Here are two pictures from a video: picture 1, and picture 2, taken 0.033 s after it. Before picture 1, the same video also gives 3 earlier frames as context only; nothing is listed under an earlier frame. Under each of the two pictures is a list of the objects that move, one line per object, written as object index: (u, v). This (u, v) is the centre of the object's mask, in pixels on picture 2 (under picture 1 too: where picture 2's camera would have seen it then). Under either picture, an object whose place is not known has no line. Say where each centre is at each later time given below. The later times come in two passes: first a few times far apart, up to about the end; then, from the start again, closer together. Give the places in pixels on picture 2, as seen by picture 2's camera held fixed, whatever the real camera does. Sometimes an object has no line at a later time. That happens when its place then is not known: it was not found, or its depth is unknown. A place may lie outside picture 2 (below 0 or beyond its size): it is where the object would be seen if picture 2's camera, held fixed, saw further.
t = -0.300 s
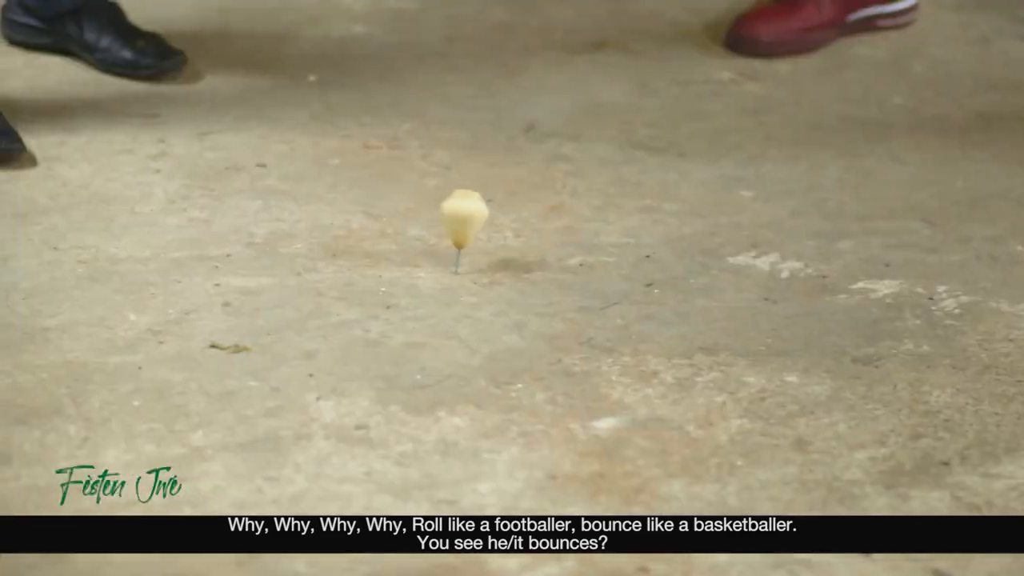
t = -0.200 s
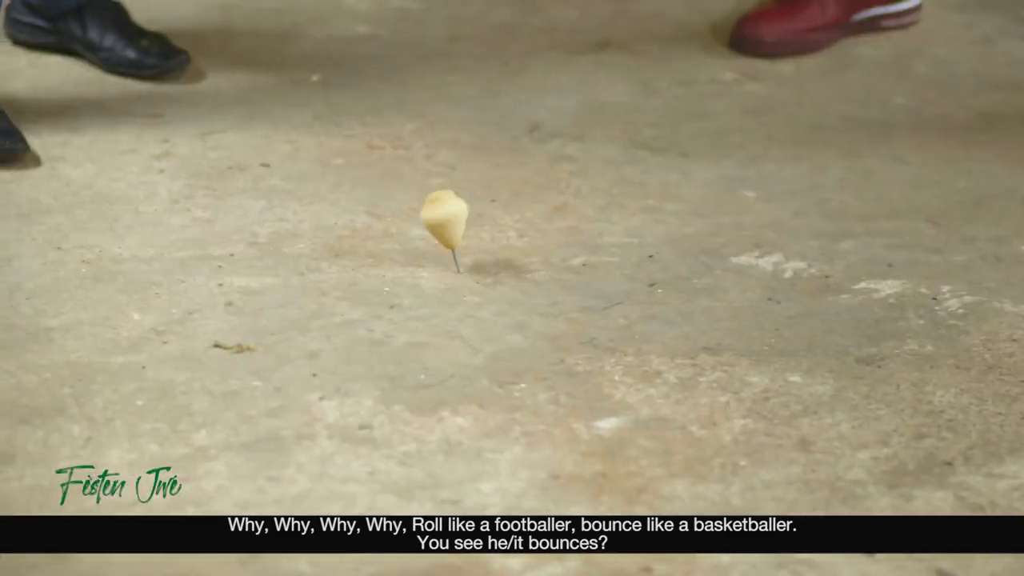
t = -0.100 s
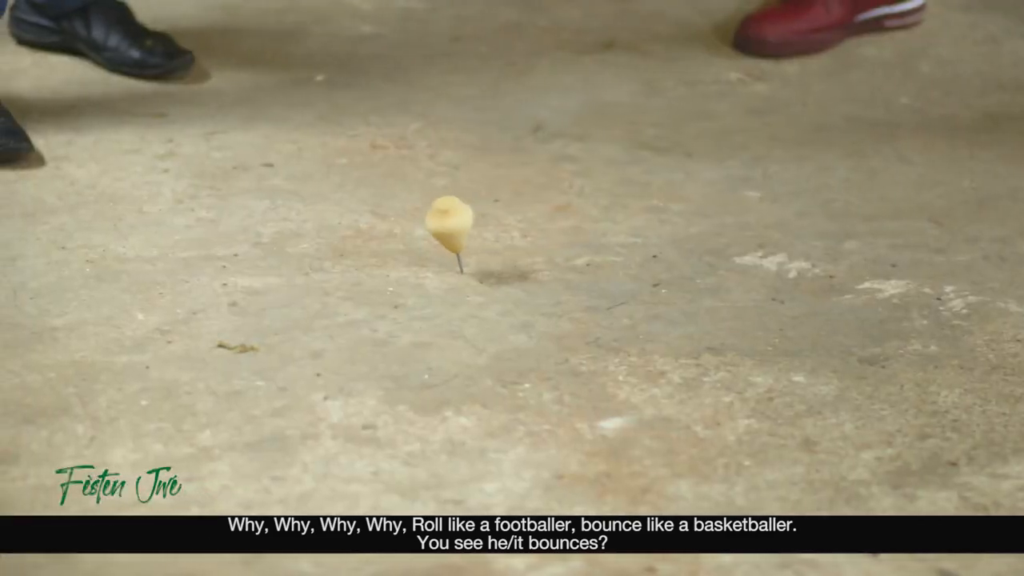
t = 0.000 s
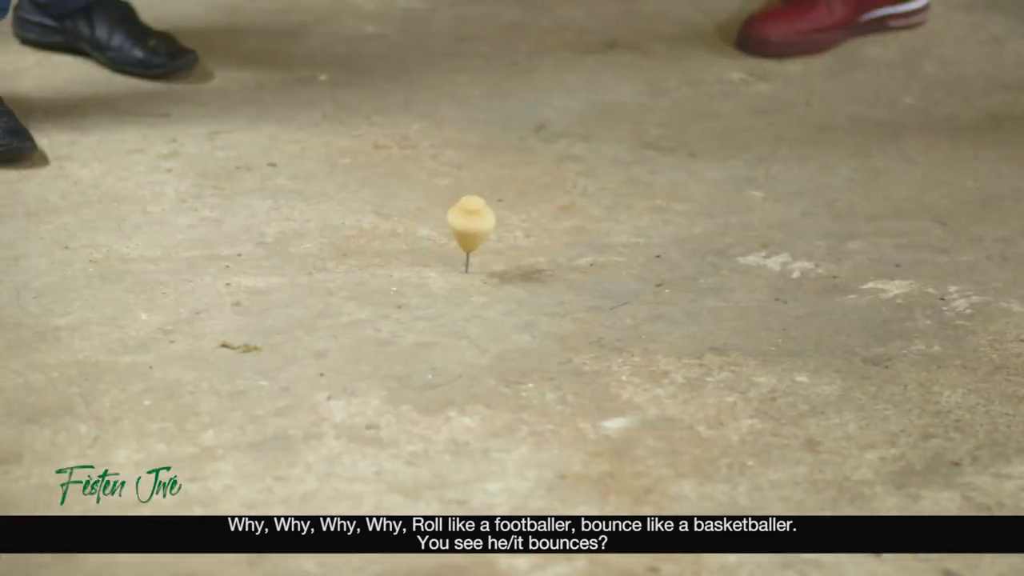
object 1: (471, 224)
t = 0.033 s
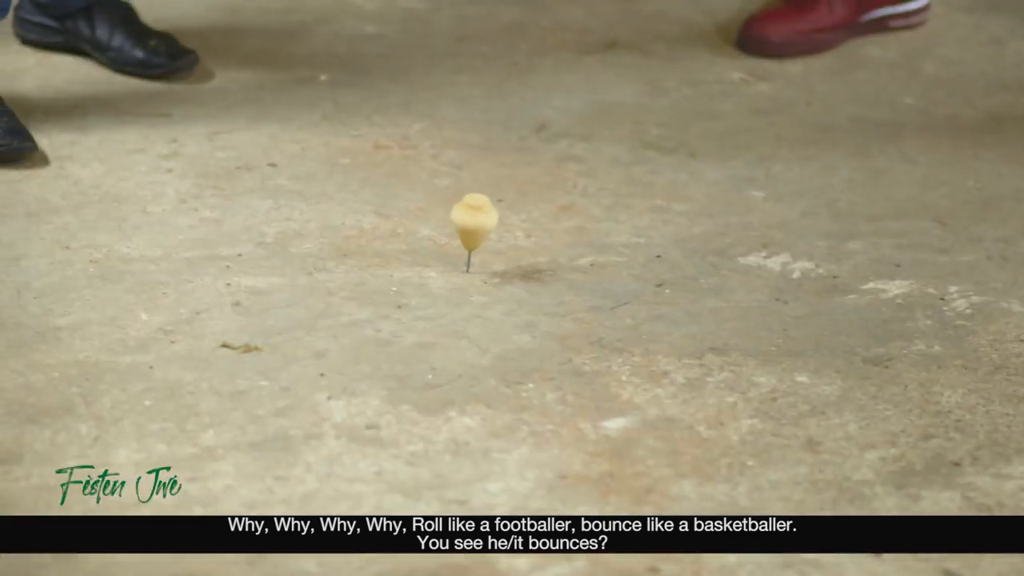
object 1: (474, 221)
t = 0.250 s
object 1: (476, 219)
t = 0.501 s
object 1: (467, 219)
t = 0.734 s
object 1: (466, 220)
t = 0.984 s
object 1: (467, 220)
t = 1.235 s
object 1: (471, 220)
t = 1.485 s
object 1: (465, 220)
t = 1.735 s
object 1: (470, 221)
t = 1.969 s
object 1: (471, 219)
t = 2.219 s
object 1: (463, 221)
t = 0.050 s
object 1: (475, 220)
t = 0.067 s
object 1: (476, 220)
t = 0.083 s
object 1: (476, 219)
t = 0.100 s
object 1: (477, 219)
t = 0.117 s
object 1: (476, 219)
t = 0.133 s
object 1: (476, 219)
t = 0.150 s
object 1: (475, 219)
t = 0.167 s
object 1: (475, 219)
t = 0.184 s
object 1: (475, 218)
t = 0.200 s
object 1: (474, 219)
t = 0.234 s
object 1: (475, 219)
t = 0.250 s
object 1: (476, 219)
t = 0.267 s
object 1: (476, 219)
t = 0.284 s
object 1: (476, 219)
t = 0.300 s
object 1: (477, 220)
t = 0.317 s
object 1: (477, 219)
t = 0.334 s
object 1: (476, 219)
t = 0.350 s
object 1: (476, 219)
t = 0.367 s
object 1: (475, 219)
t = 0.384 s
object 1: (473, 218)
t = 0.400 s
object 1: (471, 218)
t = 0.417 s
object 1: (469, 218)
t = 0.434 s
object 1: (468, 218)
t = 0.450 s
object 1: (467, 219)
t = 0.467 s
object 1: (466, 219)
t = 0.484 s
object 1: (466, 219)
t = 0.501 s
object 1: (467, 219)
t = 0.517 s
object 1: (469, 220)
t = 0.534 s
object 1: (470, 220)
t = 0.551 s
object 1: (470, 220)
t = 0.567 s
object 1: (471, 220)
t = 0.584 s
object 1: (471, 220)
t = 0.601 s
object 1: (470, 220)
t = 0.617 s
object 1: (469, 220)
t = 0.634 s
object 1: (468, 220)
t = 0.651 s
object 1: (467, 219)
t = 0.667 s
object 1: (466, 219)
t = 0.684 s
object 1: (466, 220)
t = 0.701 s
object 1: (467, 220)
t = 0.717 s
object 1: (467, 220)
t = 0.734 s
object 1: (466, 220)
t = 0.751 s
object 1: (466, 220)
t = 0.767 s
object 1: (466, 220)
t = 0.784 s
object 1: (466, 220)
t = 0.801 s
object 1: (466, 220)
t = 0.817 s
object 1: (466, 220)
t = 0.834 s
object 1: (467, 220)
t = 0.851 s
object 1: (467, 220)
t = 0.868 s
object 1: (468, 220)
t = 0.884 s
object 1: (468, 220)
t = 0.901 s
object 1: (468, 220)
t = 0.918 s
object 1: (468, 220)
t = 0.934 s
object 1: (468, 220)
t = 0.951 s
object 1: (467, 220)
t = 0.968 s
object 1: (467, 220)
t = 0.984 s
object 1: (467, 220)
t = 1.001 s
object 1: (467, 220)
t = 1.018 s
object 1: (467, 221)
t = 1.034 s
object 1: (468, 221)
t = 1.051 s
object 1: (469, 221)
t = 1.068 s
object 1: (470, 221)
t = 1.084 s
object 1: (470, 221)
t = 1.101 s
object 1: (471, 221)
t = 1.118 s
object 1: (471, 221)
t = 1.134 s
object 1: (471, 221)
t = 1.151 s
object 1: (472, 221)
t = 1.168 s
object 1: (472, 220)
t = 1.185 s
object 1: (472, 220)
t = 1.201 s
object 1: (472, 220)
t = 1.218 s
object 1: (472, 219)
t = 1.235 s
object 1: (471, 220)
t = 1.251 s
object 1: (471, 219)
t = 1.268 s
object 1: (471, 219)
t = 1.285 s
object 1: (470, 219)
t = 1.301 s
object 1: (469, 219)
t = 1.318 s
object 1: (469, 219)
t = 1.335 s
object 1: (468, 219)
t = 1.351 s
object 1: (468, 219)
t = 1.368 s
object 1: (467, 219)
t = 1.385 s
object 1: (466, 219)
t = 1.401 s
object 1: (466, 219)
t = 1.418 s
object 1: (466, 219)
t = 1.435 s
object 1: (465, 220)
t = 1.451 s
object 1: (465, 220)
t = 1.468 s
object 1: (465, 220)
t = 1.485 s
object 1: (465, 220)
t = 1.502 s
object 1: (466, 220)
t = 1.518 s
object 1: (466, 220)
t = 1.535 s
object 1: (466, 220)
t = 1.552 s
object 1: (466, 220)
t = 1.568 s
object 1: (466, 221)
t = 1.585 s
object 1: (467, 221)
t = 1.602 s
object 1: (467, 221)
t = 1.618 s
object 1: (467, 221)
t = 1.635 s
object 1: (468, 221)
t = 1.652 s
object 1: (468, 221)
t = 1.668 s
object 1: (468, 221)
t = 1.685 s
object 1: (468, 221)
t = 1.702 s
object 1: (469, 221)
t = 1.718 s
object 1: (470, 221)
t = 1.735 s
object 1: (470, 221)
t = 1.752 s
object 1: (470, 221)
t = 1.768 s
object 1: (471, 221)
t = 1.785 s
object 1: (471, 221)
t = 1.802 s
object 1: (471, 221)
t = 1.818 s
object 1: (471, 221)
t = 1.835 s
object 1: (472, 220)
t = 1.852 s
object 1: (472, 220)
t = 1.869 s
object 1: (472, 220)
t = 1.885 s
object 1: (472, 220)
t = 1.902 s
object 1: (472, 220)
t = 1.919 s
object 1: (472, 220)
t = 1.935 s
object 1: (472, 220)
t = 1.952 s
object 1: (471, 219)
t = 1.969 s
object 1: (471, 219)
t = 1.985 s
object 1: (470, 219)
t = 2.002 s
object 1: (470, 219)
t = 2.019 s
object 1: (469, 219)
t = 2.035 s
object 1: (468, 219)
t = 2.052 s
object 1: (467, 219)
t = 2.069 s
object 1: (466, 219)
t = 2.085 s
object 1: (465, 219)
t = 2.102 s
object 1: (464, 220)
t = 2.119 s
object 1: (464, 220)
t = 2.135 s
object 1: (463, 220)
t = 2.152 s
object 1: (463, 220)
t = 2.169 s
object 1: (462, 221)
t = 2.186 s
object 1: (463, 221)
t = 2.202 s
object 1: (463, 221)
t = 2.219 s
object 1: (463, 221)
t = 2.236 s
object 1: (463, 222)
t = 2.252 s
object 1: (464, 222)
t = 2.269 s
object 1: (465, 222)
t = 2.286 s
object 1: (466, 223)
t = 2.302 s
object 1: (468, 223)
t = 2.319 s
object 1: (469, 223)
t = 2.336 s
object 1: (471, 223)
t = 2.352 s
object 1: (472, 223)
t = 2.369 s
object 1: (474, 223)
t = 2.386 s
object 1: (475, 223)
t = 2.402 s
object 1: (476, 222)
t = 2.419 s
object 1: (477, 222)
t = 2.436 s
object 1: (478, 222)
